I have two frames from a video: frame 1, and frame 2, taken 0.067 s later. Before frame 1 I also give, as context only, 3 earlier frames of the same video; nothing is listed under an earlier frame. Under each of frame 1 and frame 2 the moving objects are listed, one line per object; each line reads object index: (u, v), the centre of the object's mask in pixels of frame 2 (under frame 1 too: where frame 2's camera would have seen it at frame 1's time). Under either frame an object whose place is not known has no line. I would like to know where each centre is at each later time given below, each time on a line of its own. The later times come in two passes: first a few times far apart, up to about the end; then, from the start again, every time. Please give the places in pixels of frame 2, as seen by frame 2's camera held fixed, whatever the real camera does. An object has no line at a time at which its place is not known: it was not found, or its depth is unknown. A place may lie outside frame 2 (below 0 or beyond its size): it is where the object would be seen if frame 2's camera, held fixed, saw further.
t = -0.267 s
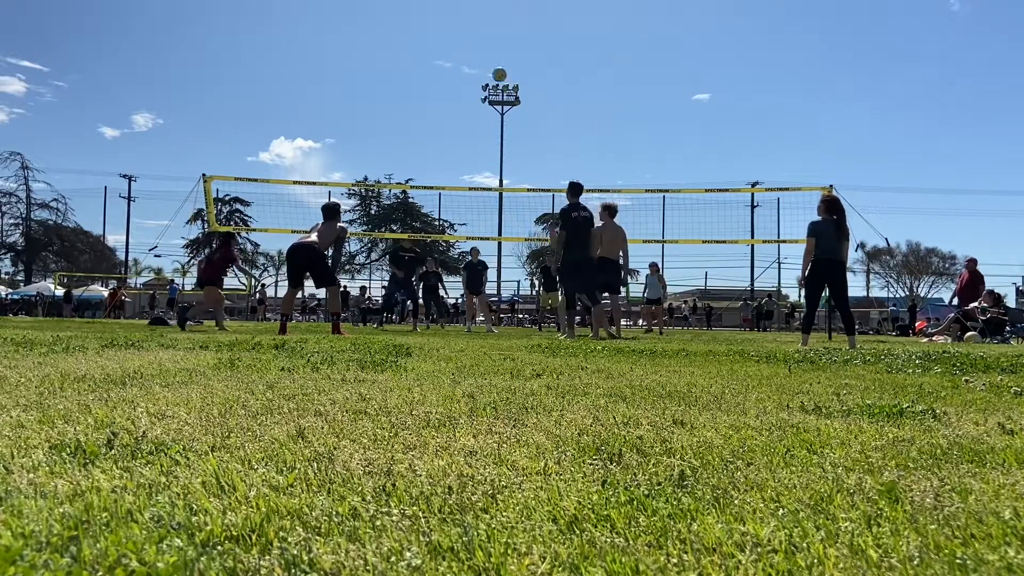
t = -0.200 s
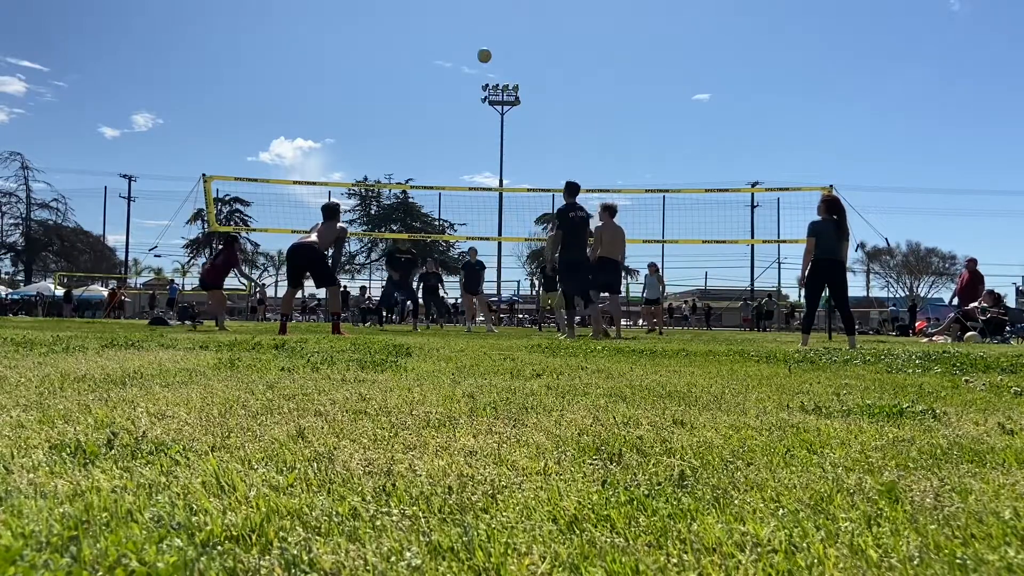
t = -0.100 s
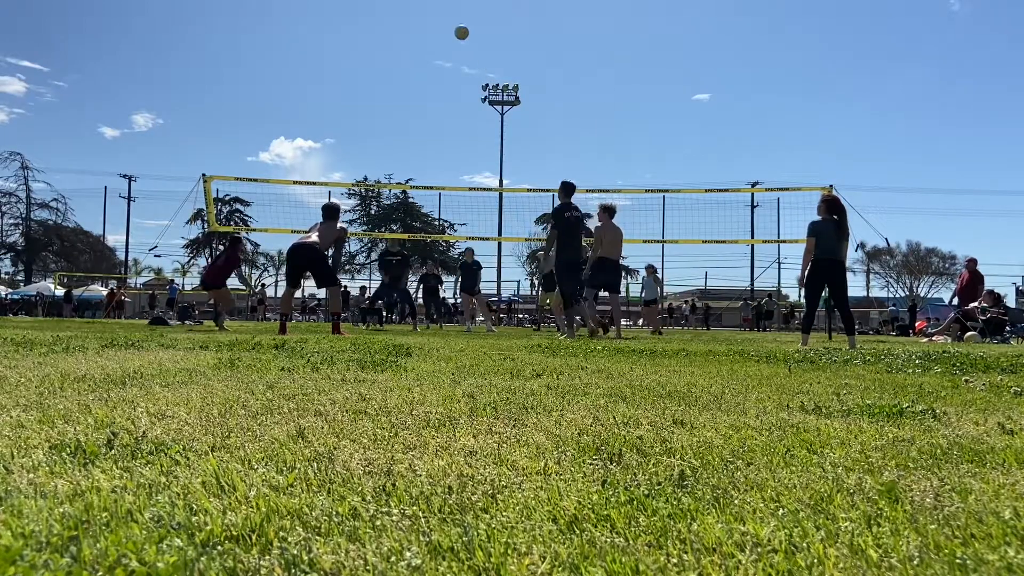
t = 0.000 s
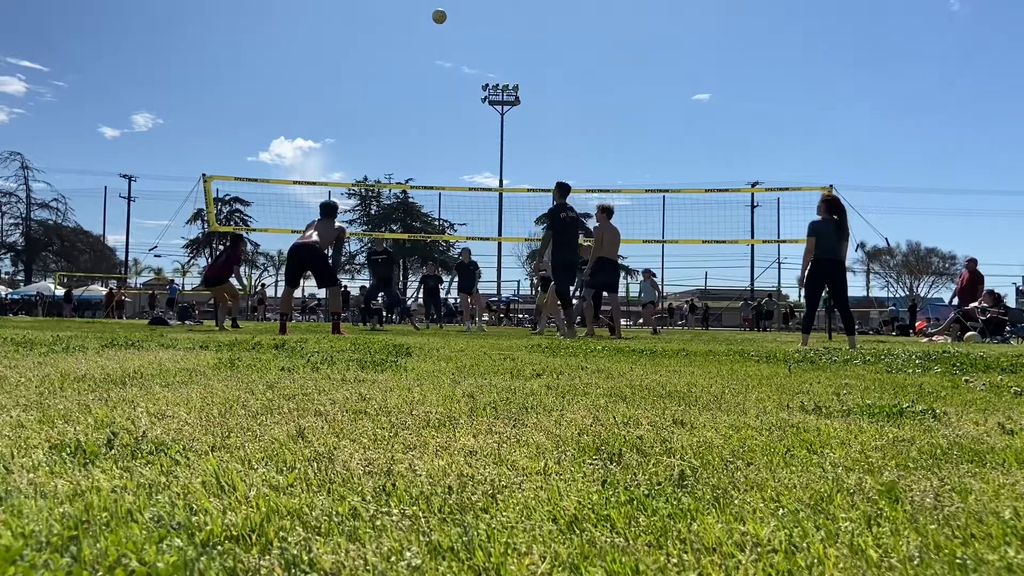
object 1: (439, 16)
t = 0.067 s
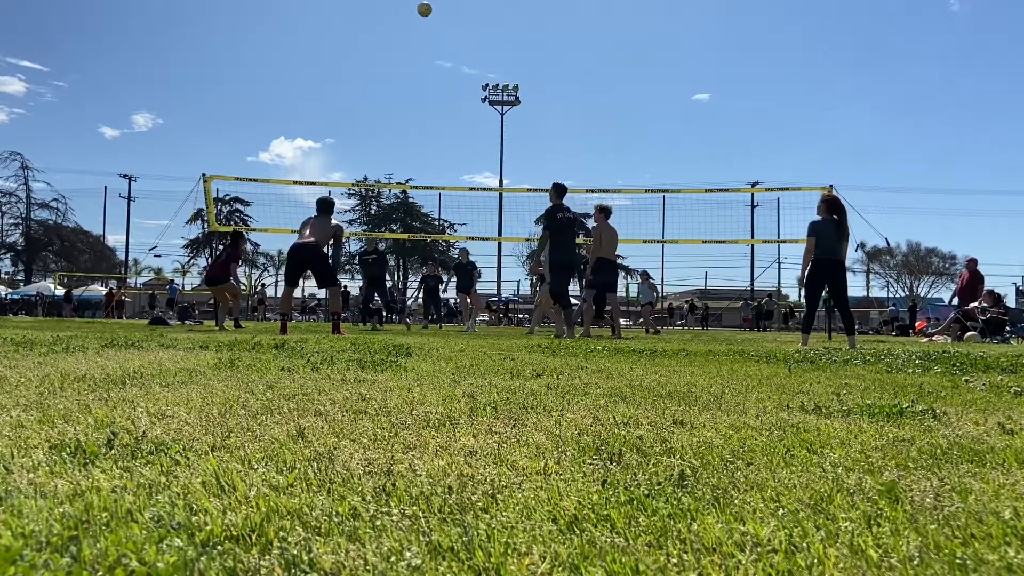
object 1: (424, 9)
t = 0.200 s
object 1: (395, 5)
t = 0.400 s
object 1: (352, 17)
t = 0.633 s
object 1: (302, 63)
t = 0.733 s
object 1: (282, 93)
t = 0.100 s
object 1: (417, 7)
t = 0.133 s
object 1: (410, 6)
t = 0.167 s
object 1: (403, 5)
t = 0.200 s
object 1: (395, 5)
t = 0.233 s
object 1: (388, 6)
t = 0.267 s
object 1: (381, 6)
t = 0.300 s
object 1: (373, 7)
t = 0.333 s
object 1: (366, 10)
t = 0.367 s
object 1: (359, 13)
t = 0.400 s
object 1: (352, 17)
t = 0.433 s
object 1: (345, 22)
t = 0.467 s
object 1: (338, 27)
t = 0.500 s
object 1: (331, 33)
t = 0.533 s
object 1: (324, 40)
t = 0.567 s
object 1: (316, 47)
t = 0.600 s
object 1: (310, 55)
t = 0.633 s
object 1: (302, 63)
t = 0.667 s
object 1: (295, 73)
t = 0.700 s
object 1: (288, 83)
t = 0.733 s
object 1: (282, 93)
